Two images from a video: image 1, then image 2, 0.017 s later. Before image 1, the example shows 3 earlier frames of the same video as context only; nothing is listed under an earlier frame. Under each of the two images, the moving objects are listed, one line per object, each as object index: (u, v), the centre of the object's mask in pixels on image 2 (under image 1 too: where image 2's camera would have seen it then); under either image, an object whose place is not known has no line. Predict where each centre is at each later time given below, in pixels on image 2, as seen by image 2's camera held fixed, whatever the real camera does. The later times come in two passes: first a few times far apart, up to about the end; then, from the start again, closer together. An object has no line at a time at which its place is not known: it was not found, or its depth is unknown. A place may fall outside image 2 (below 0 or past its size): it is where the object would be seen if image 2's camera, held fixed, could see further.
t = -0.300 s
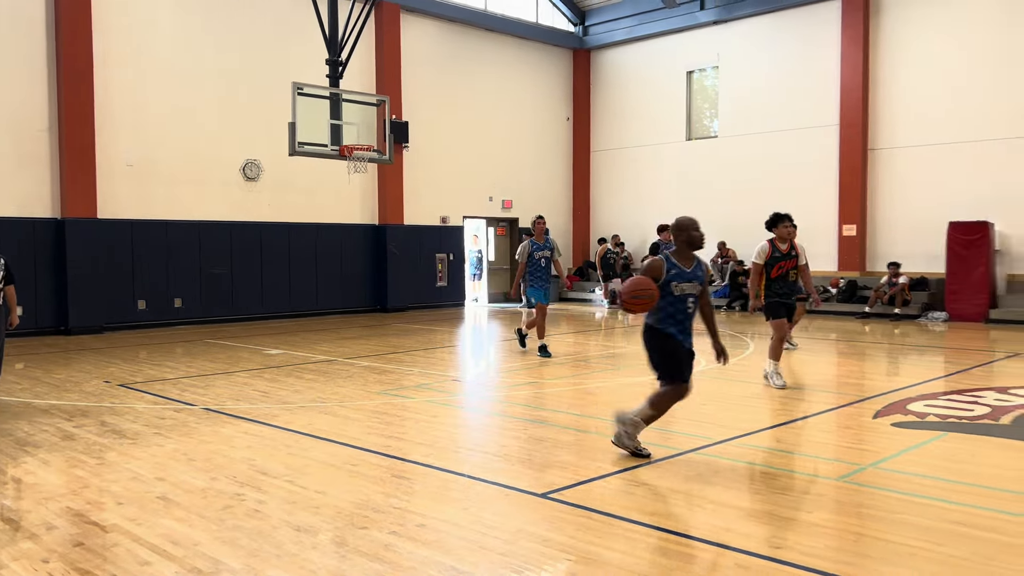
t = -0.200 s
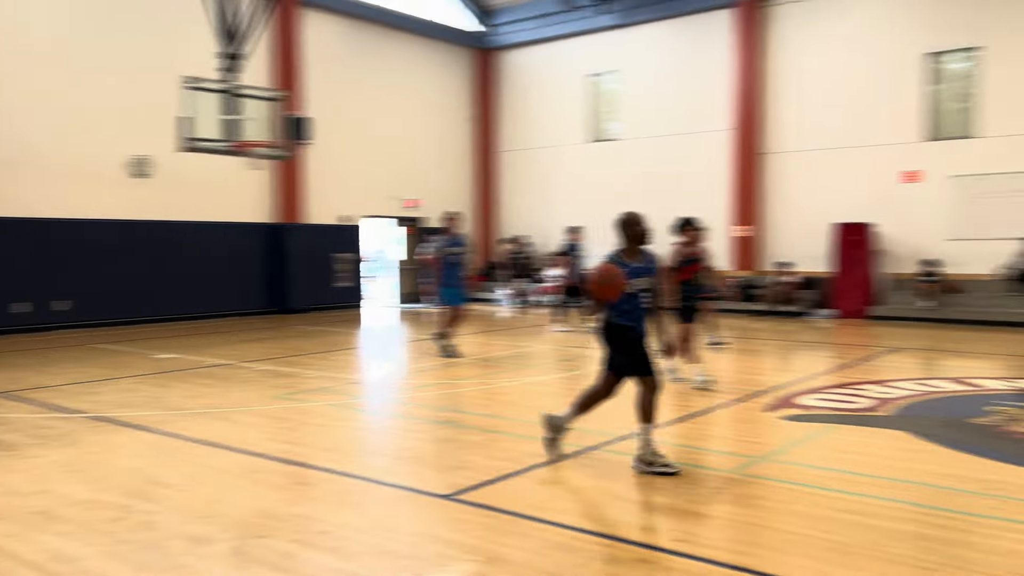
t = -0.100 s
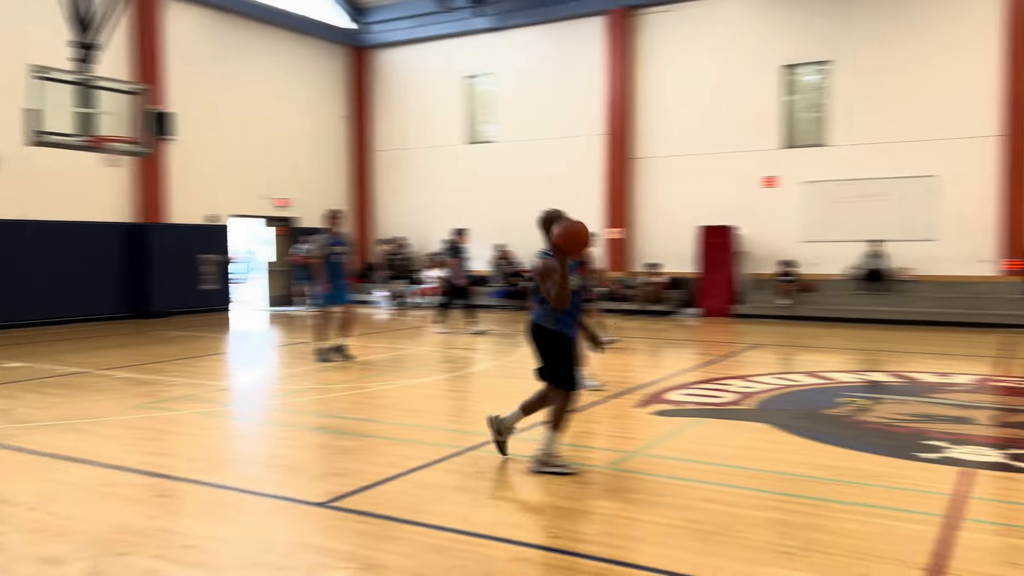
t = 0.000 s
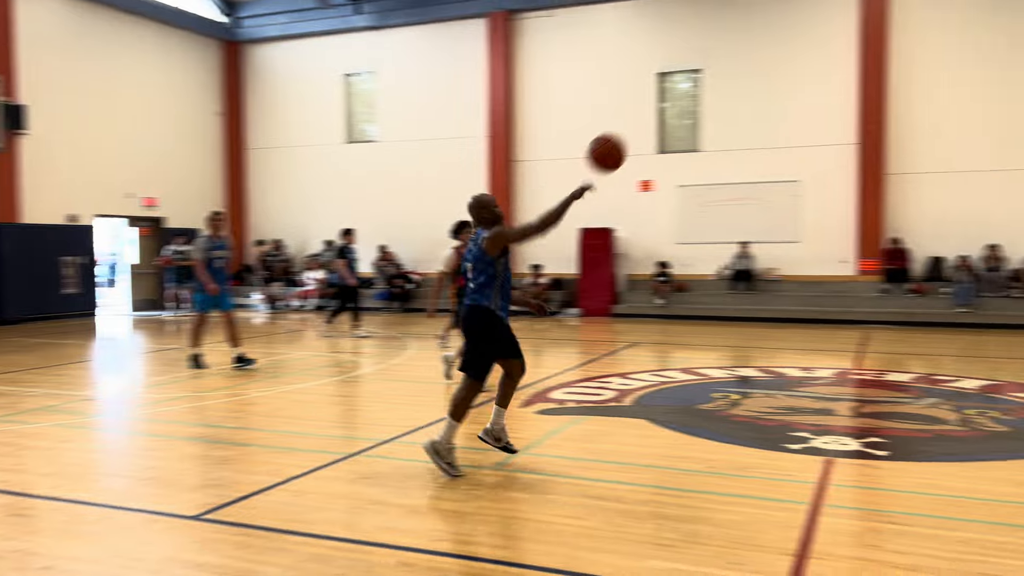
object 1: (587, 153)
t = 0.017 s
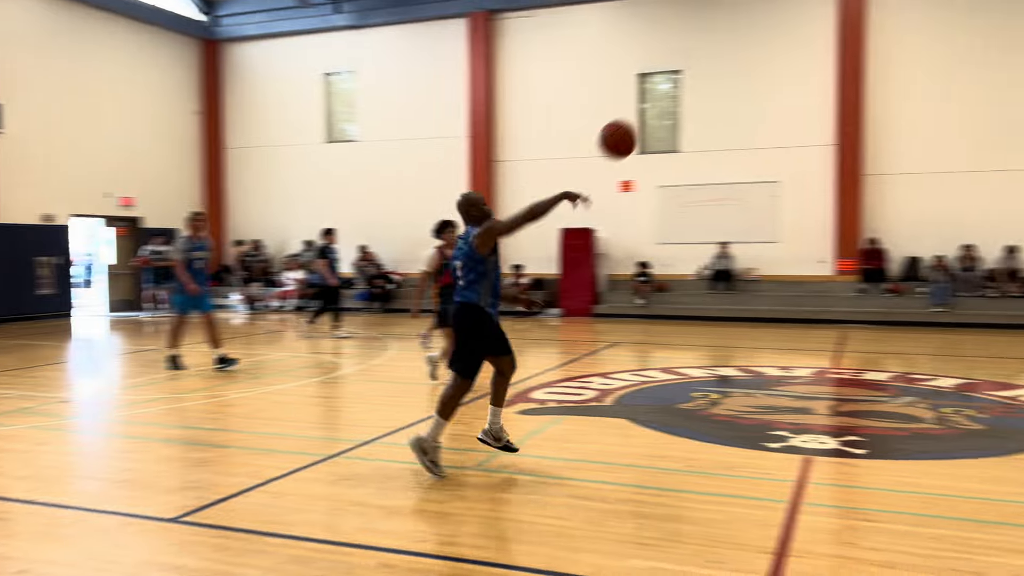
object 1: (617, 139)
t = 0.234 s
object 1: (968, 10)
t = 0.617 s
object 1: (1438, -47)
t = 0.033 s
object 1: (648, 126)
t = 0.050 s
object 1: (677, 113)
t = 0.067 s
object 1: (706, 101)
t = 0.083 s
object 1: (734, 90)
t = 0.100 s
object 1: (762, 79)
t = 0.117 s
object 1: (788, 69)
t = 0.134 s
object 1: (816, 59)
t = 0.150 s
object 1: (840, 50)
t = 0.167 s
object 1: (870, 40)
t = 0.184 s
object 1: (893, 33)
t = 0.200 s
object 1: (919, 24)
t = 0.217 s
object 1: (944, 17)
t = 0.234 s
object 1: (968, 10)
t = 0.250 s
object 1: (992, 3)
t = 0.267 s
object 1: (1015, -3)
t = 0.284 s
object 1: (1038, -9)
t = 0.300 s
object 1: (1062, -15)
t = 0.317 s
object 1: (1084, -20)
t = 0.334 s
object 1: (1107, -25)
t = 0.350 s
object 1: (1129, -29)
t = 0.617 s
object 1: (1438, -47)
